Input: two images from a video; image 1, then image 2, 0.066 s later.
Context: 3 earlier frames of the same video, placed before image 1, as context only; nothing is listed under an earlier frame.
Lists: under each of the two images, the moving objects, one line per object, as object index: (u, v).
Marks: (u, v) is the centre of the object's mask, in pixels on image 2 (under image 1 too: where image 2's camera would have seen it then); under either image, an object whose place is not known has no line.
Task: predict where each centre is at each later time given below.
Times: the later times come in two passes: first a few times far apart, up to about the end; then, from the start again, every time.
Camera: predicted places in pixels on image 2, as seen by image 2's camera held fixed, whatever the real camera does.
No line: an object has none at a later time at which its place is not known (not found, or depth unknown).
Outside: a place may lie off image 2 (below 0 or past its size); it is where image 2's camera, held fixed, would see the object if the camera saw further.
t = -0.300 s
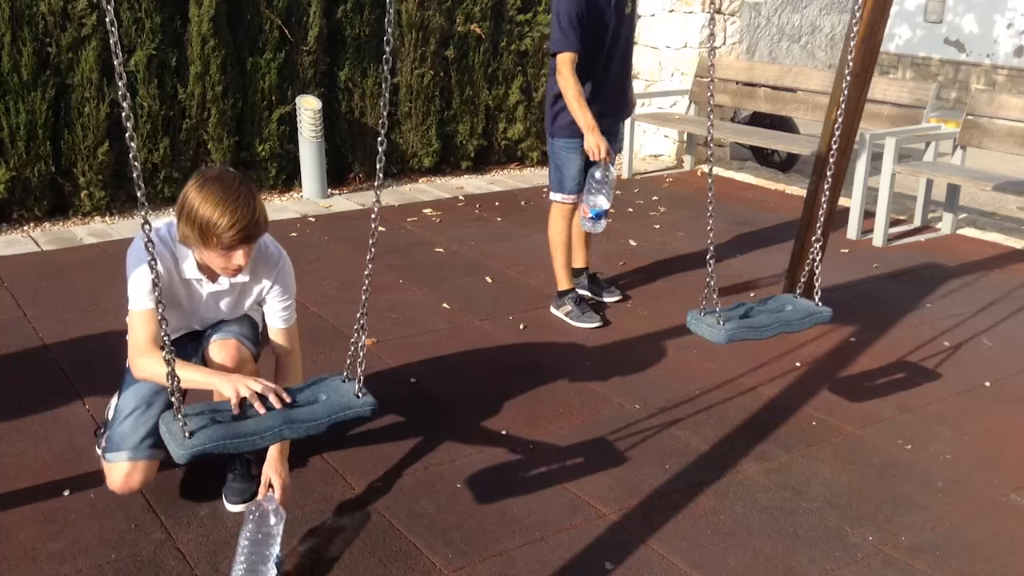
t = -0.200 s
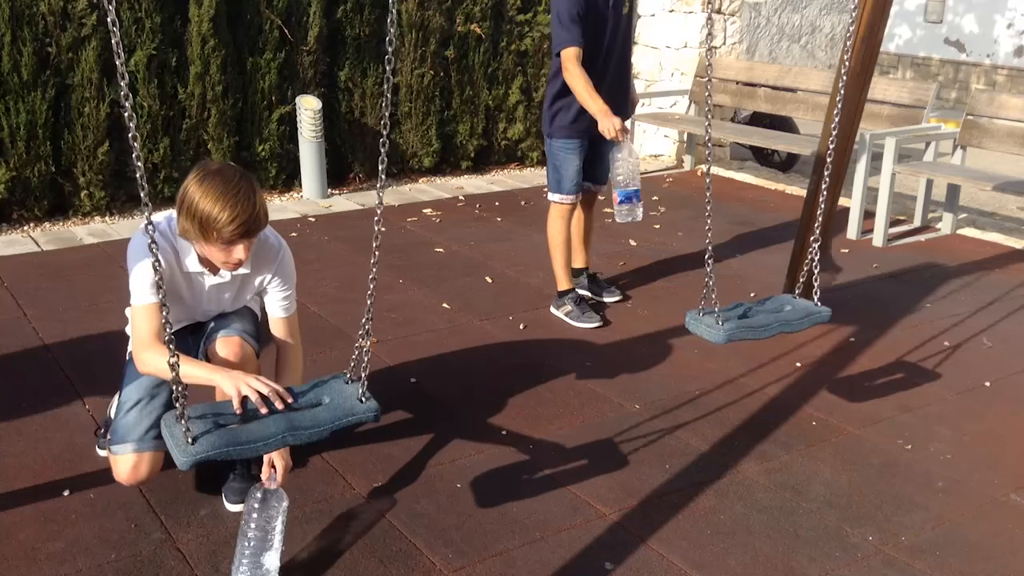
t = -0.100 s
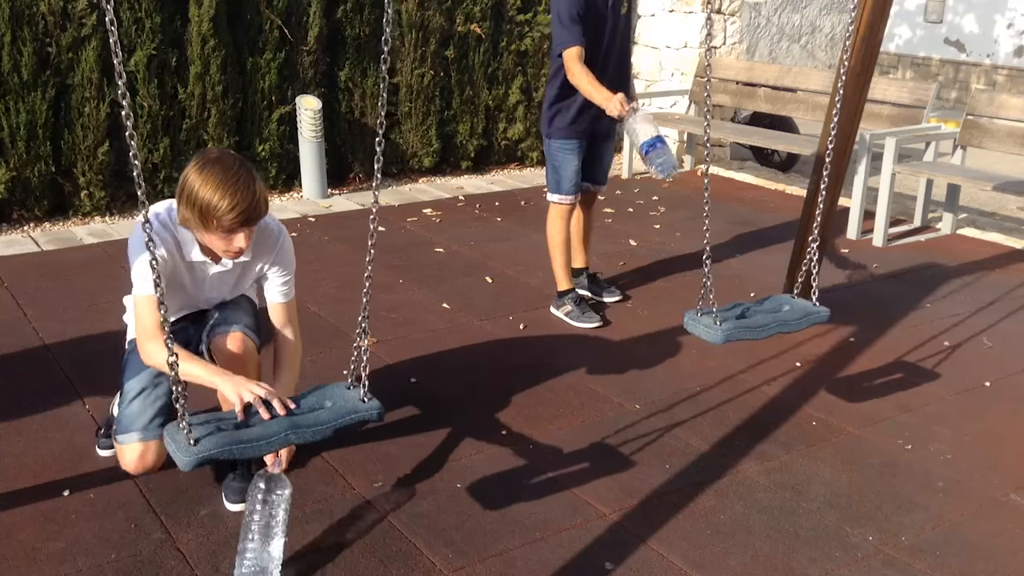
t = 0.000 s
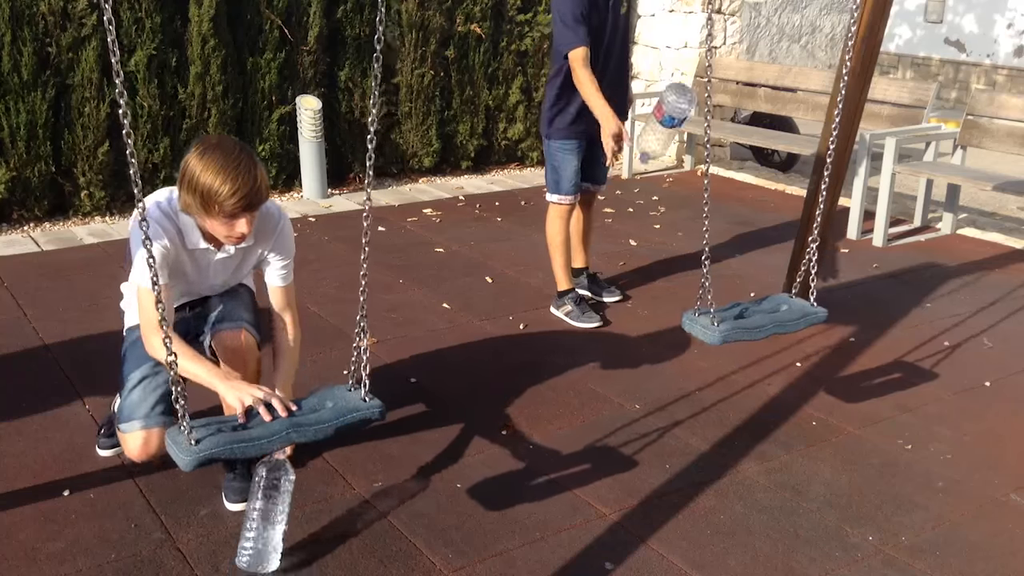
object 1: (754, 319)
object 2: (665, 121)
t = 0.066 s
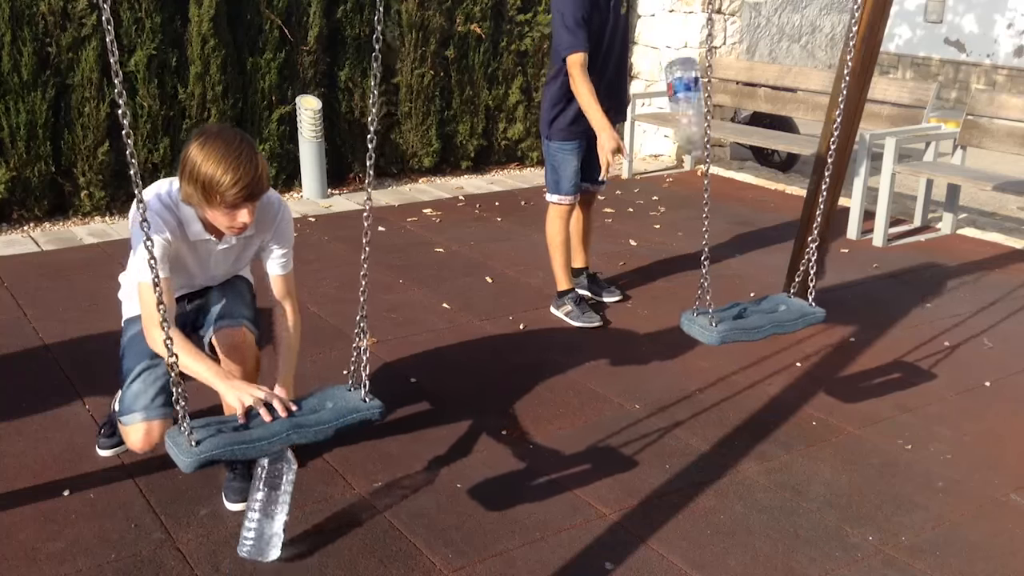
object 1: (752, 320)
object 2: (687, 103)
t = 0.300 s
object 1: (748, 320)
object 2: (711, 90)
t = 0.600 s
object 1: (749, 320)
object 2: (726, 267)
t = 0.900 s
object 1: (753, 324)
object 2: (743, 275)
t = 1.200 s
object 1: (762, 324)
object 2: (735, 272)
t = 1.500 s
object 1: (762, 323)
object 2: (750, 273)
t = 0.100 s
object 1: (751, 320)
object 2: (694, 85)
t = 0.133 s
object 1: (751, 320)
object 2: (700, 74)
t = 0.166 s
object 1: (750, 320)
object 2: (704, 67)
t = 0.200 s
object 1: (750, 320)
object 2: (710, 64)
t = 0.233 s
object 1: (749, 320)
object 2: (709, 68)
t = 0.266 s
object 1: (749, 320)
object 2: (712, 76)
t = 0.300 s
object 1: (748, 320)
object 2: (711, 90)
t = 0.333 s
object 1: (748, 320)
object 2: (710, 110)
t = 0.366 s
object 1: (748, 320)
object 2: (712, 135)
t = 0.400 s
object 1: (748, 320)
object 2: (711, 164)
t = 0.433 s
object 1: (747, 320)
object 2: (710, 198)
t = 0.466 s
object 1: (747, 320)
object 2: (709, 235)
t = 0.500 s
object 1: (748, 320)
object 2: (712, 270)
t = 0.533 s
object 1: (748, 319)
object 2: (715, 265)
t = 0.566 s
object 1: (748, 319)
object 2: (721, 265)
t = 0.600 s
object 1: (749, 320)
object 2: (726, 267)
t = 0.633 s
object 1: (749, 321)
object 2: (730, 268)
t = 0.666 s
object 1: (749, 323)
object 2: (733, 268)
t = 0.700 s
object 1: (749, 323)
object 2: (735, 268)
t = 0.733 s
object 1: (750, 323)
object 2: (738, 269)
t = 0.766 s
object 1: (750, 324)
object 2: (739, 271)
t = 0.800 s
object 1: (751, 324)
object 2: (740, 274)
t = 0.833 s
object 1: (752, 324)
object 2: (741, 275)
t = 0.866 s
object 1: (752, 324)
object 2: (742, 275)
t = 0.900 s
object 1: (753, 324)
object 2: (743, 275)
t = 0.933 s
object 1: (754, 325)
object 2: (742, 274)
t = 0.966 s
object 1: (754, 326)
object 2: (739, 273)
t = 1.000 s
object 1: (755, 326)
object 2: (739, 271)
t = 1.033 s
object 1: (756, 326)
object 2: (740, 270)
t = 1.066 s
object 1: (758, 326)
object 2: (741, 273)
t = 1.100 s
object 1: (759, 326)
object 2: (743, 275)
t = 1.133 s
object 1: (761, 325)
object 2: (743, 275)
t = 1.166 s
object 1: (762, 324)
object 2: (740, 273)
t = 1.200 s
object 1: (762, 324)
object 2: (735, 272)
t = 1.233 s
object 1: (763, 325)
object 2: (733, 271)
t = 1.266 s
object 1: (762, 325)
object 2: (734, 269)
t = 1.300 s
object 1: (762, 325)
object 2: (738, 268)
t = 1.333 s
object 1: (762, 325)
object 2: (742, 269)
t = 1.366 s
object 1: (763, 325)
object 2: (745, 273)
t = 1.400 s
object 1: (763, 325)
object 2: (748, 275)
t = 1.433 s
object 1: (762, 324)
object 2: (751, 276)
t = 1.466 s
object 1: (762, 323)
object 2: (751, 275)
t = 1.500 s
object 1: (762, 323)
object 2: (750, 273)
